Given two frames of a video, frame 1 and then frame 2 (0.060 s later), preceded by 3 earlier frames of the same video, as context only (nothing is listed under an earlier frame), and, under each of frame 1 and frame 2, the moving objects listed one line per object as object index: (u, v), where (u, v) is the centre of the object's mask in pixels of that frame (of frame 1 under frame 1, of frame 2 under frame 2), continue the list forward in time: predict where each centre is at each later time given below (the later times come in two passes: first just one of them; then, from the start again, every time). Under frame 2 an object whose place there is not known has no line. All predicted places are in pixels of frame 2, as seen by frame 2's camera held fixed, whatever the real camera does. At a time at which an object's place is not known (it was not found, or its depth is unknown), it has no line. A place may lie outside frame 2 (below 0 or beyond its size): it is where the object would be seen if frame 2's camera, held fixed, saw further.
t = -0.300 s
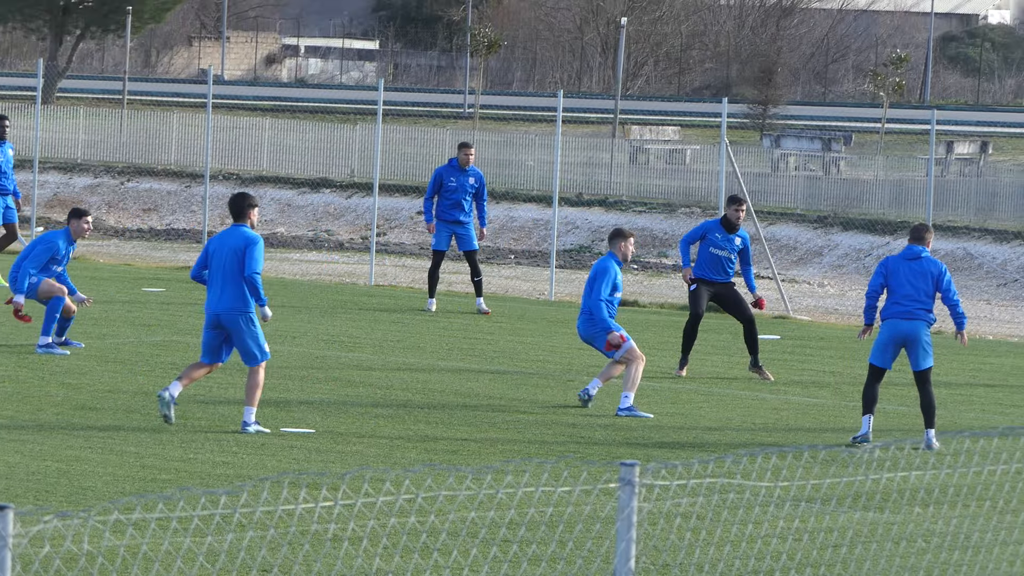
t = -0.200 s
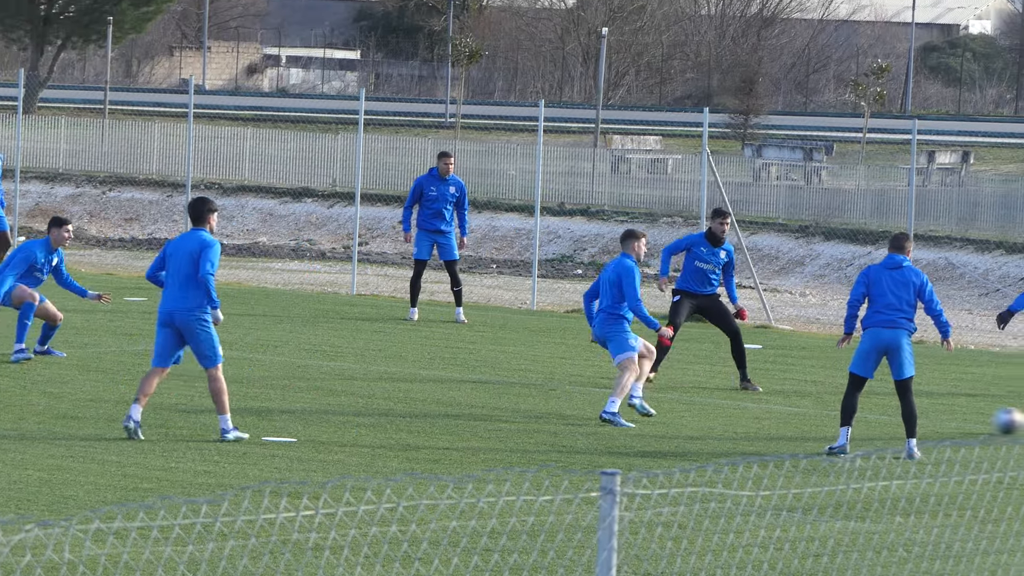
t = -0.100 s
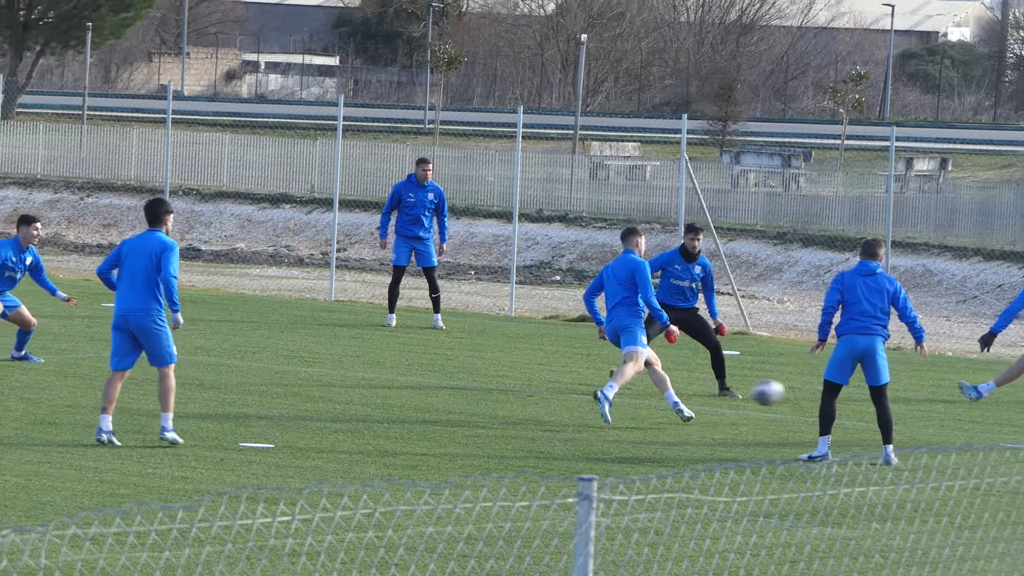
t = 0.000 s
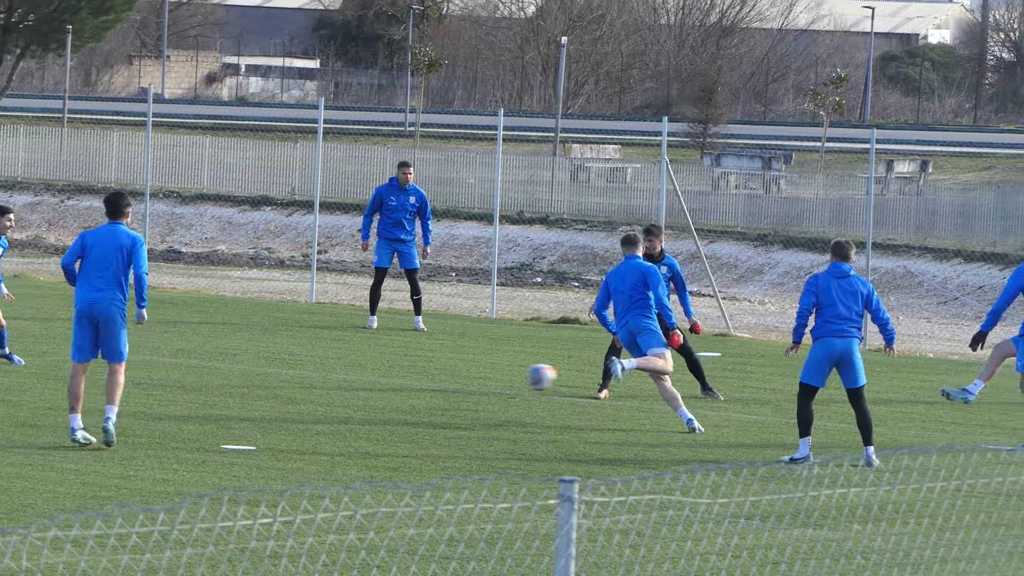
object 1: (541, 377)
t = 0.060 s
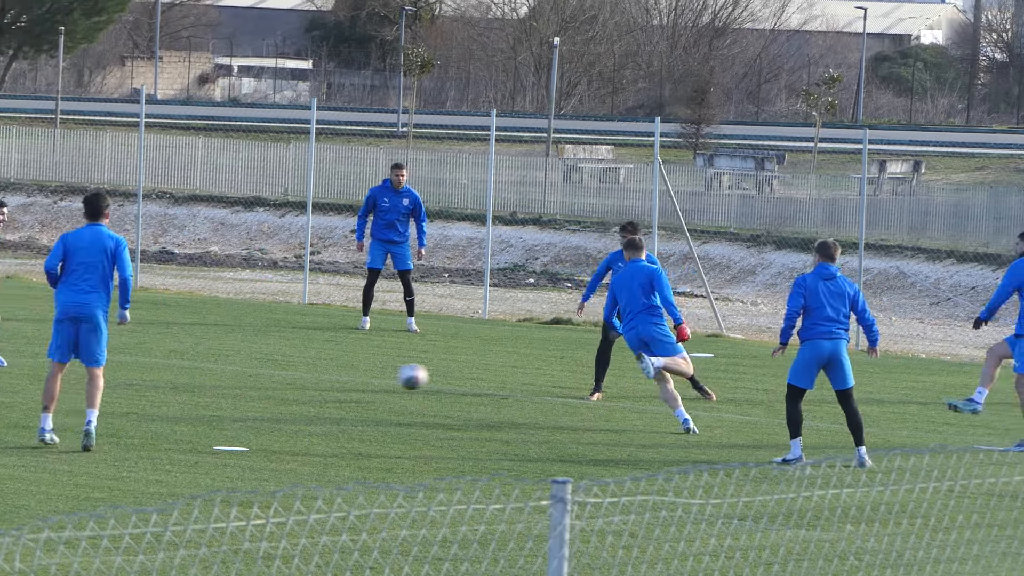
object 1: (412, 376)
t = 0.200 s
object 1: (169, 362)
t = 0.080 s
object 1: (373, 377)
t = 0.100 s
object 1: (334, 379)
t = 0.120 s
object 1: (295, 381)
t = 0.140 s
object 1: (260, 379)
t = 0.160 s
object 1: (229, 373)
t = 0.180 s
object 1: (198, 367)
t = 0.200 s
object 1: (169, 362)
